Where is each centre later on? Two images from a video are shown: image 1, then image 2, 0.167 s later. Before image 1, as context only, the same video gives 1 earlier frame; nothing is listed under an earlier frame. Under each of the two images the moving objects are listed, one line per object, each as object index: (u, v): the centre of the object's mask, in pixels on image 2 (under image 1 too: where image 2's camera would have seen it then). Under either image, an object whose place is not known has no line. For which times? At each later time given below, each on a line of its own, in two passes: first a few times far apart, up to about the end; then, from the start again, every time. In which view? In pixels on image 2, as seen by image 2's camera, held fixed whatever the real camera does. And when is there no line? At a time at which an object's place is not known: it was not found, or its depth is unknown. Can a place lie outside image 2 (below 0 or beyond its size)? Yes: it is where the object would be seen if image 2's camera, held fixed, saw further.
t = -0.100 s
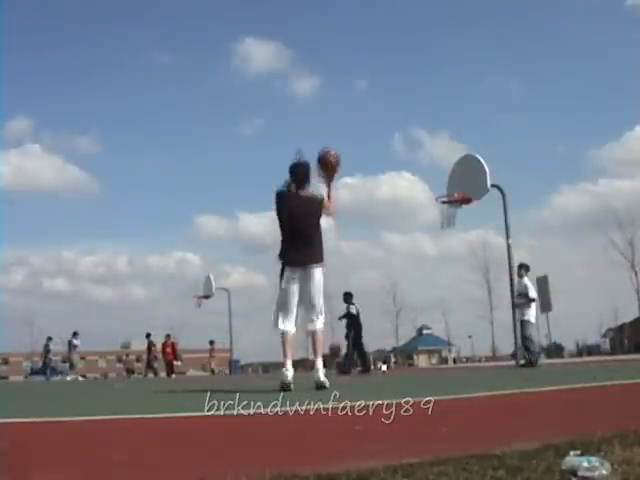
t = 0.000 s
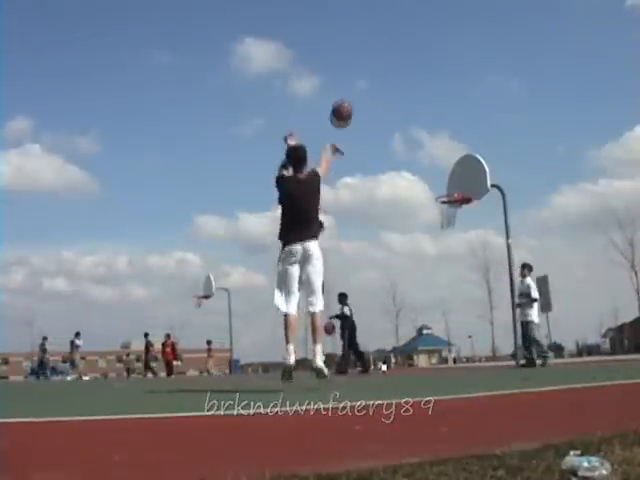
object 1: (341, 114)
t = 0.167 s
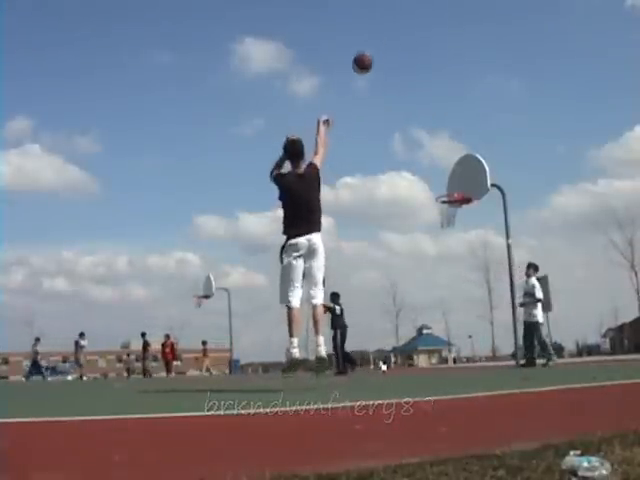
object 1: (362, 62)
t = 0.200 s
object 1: (366, 57)
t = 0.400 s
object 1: (386, 39)
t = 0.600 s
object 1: (404, 51)
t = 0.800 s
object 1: (421, 84)
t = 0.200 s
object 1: (366, 57)
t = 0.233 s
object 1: (369, 51)
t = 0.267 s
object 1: (373, 47)
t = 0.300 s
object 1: (377, 43)
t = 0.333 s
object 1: (380, 41)
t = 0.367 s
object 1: (383, 40)
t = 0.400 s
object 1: (386, 39)
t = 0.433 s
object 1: (389, 39)
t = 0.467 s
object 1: (392, 40)
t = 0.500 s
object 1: (396, 42)
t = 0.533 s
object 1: (398, 44)
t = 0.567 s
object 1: (401, 47)
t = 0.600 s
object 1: (404, 51)
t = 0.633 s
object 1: (407, 55)
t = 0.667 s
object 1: (410, 60)
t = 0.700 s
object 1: (413, 65)
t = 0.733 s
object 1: (416, 71)
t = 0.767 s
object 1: (418, 78)
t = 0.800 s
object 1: (421, 84)
